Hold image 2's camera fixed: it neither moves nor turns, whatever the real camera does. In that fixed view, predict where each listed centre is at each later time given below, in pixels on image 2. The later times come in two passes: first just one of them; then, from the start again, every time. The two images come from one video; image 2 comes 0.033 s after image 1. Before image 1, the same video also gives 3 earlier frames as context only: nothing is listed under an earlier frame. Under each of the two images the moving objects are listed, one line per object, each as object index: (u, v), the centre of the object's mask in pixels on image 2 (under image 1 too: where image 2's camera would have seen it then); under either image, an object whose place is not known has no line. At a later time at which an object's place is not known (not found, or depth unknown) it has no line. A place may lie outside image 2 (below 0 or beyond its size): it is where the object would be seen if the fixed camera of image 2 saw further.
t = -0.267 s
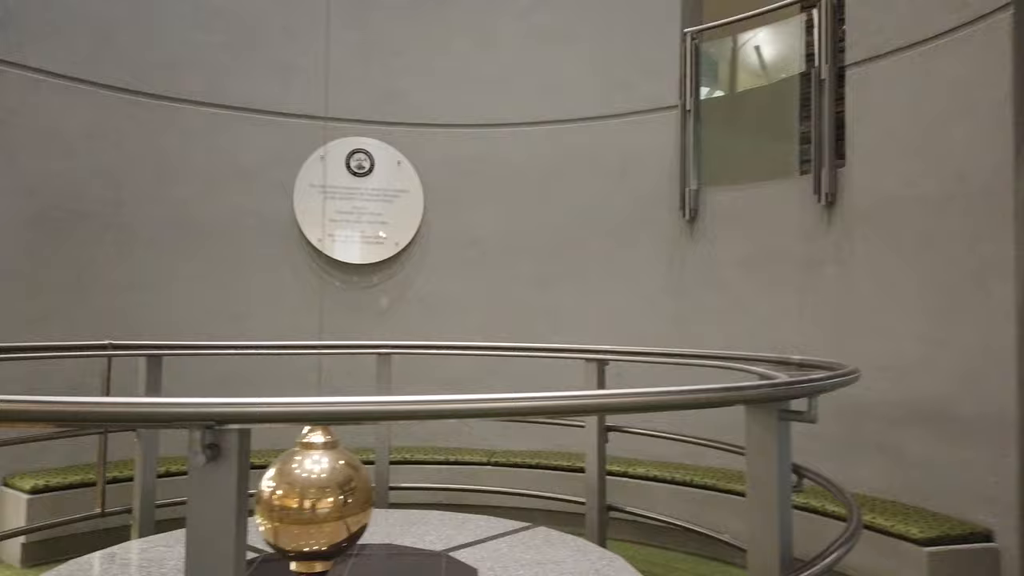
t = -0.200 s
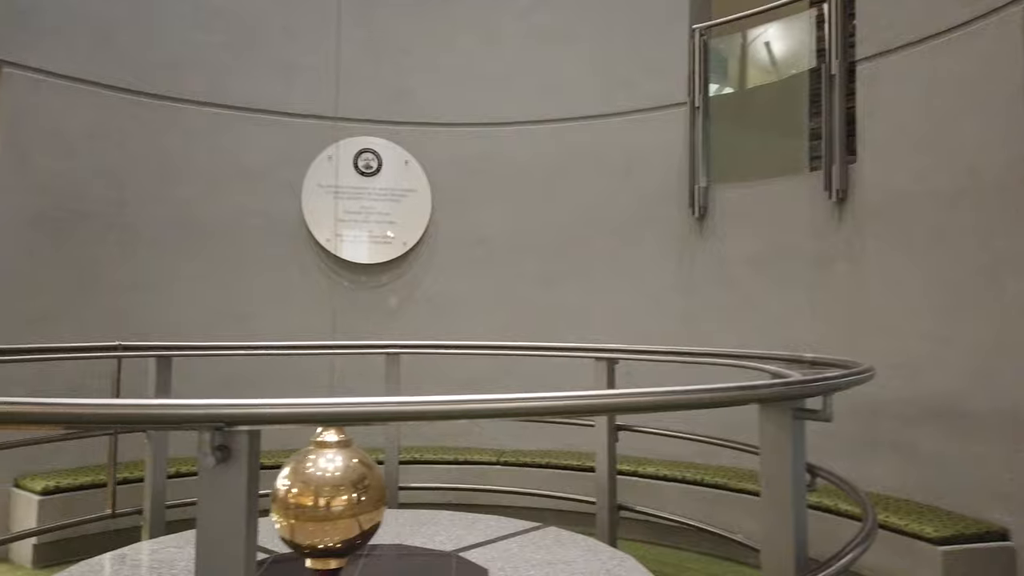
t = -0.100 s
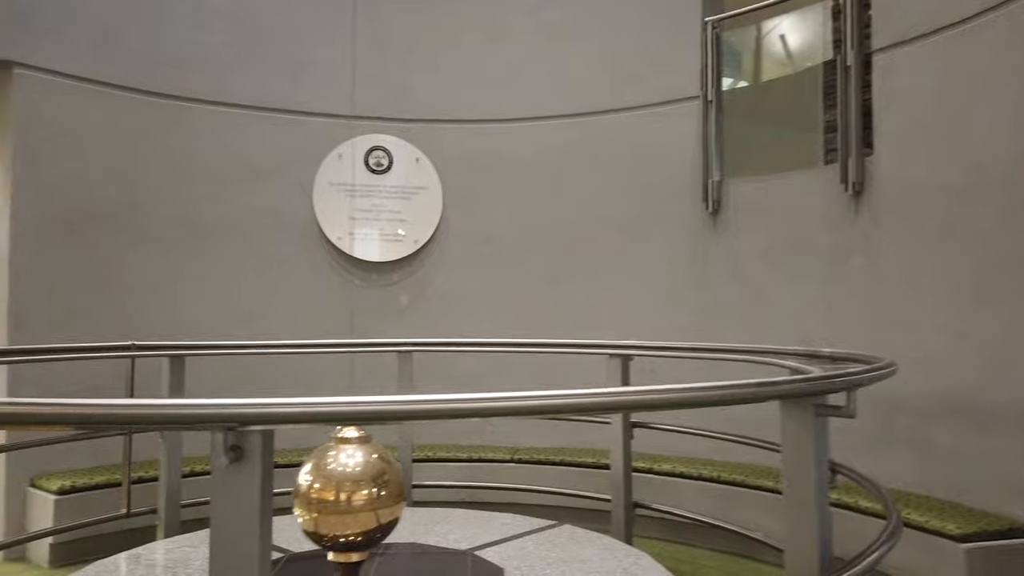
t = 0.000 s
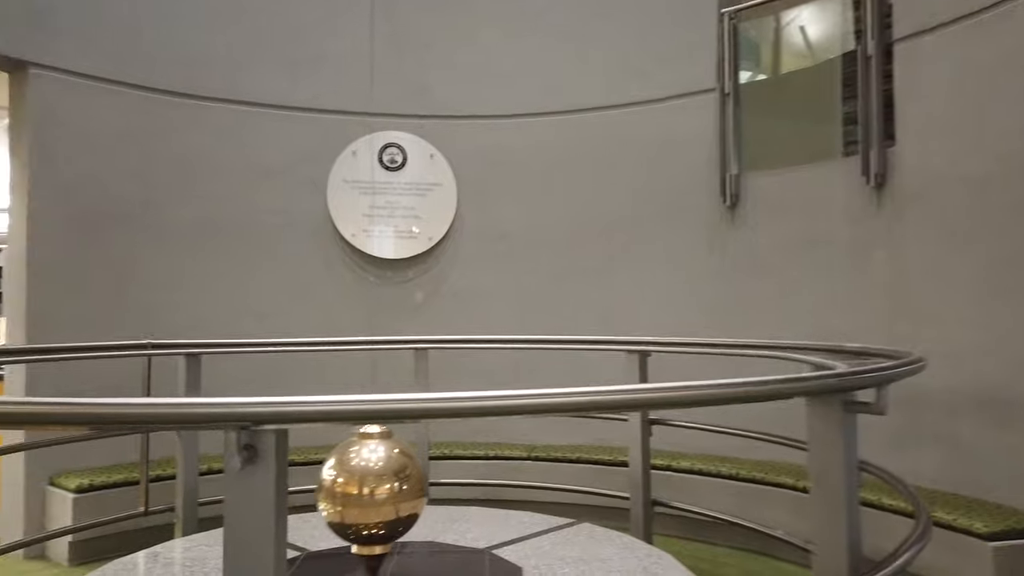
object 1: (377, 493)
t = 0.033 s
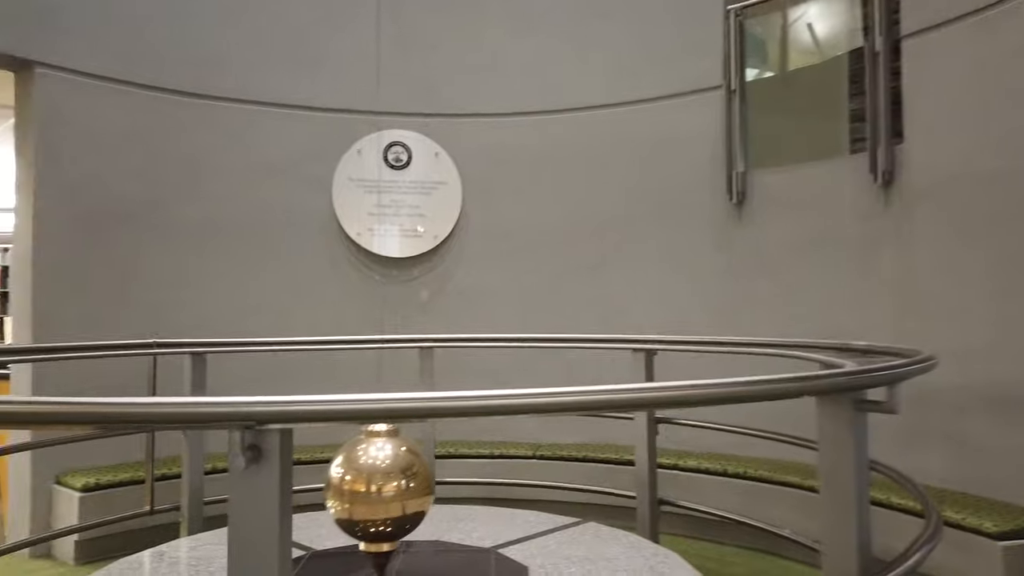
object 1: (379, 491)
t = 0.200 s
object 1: (389, 484)
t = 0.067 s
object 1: (381, 489)
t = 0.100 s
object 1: (384, 488)
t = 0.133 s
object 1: (386, 486)
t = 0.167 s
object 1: (388, 485)
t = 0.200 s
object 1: (389, 484)
